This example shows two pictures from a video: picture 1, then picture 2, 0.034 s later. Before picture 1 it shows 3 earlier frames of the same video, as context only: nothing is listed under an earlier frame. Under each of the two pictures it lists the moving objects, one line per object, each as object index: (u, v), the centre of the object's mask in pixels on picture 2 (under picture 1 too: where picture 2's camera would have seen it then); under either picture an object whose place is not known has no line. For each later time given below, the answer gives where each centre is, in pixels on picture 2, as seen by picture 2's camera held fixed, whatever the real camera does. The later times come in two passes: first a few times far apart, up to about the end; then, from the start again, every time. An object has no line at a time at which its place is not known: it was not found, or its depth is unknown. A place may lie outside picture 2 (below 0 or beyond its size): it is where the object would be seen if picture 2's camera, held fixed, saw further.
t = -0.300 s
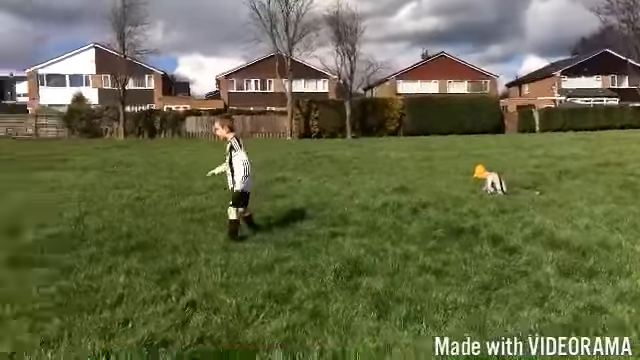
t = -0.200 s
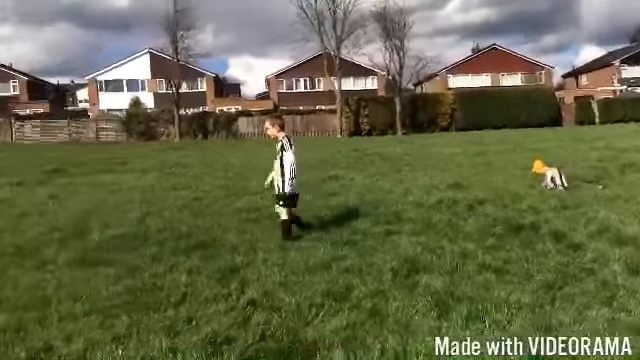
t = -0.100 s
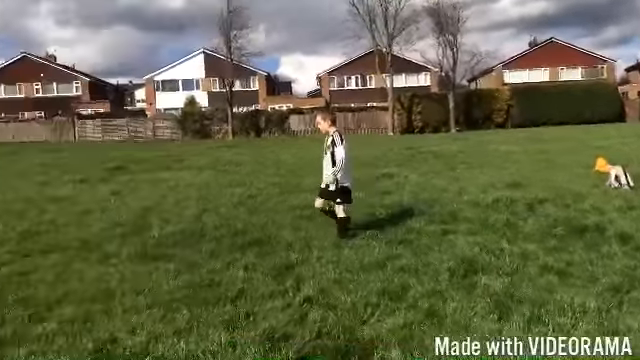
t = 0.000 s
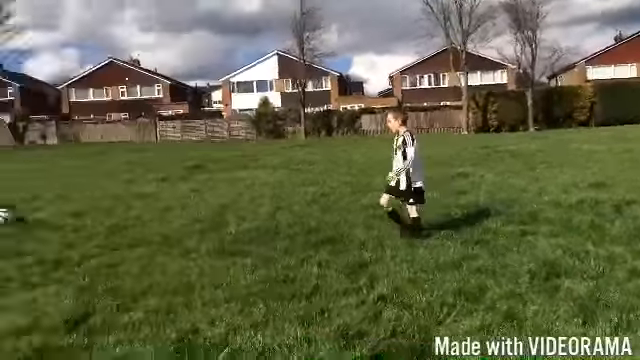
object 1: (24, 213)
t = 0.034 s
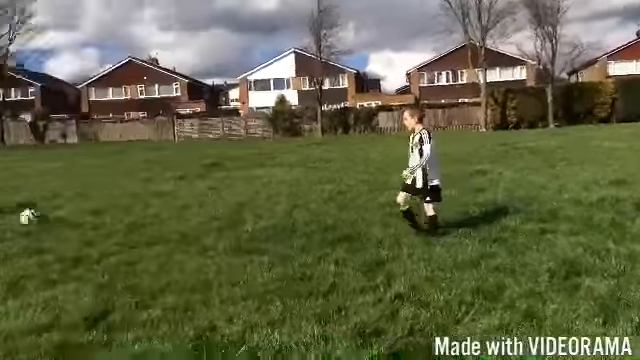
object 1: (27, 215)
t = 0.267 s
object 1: (61, 214)
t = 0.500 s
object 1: (82, 214)
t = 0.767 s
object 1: (96, 214)
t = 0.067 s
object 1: (34, 218)
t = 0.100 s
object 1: (40, 220)
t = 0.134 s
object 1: (43, 218)
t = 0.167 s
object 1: (48, 216)
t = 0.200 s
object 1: (52, 215)
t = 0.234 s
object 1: (56, 214)
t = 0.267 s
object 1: (61, 214)
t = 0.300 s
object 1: (65, 215)
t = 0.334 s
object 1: (68, 215)
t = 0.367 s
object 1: (72, 216)
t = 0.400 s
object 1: (75, 216)
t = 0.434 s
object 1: (79, 216)
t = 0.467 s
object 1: (80, 214)
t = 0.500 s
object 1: (82, 214)
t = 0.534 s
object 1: (84, 214)
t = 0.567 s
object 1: (85, 213)
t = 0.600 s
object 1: (87, 212)
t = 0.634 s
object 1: (89, 212)
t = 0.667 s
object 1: (90, 213)
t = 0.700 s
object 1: (93, 213)
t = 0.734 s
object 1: (94, 213)
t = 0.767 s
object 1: (96, 214)
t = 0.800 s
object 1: (96, 214)
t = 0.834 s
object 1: (98, 214)
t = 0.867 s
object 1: (99, 213)
